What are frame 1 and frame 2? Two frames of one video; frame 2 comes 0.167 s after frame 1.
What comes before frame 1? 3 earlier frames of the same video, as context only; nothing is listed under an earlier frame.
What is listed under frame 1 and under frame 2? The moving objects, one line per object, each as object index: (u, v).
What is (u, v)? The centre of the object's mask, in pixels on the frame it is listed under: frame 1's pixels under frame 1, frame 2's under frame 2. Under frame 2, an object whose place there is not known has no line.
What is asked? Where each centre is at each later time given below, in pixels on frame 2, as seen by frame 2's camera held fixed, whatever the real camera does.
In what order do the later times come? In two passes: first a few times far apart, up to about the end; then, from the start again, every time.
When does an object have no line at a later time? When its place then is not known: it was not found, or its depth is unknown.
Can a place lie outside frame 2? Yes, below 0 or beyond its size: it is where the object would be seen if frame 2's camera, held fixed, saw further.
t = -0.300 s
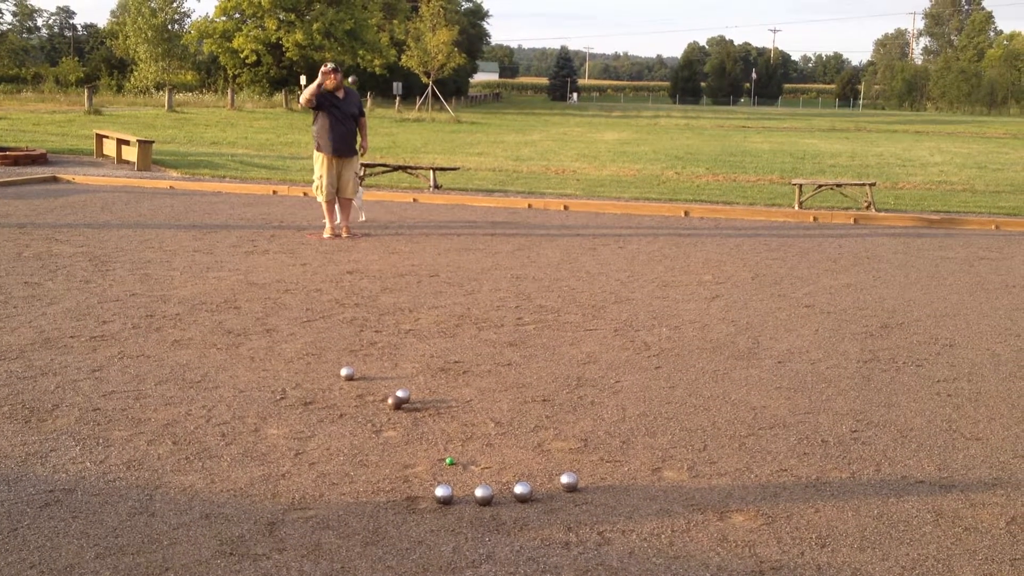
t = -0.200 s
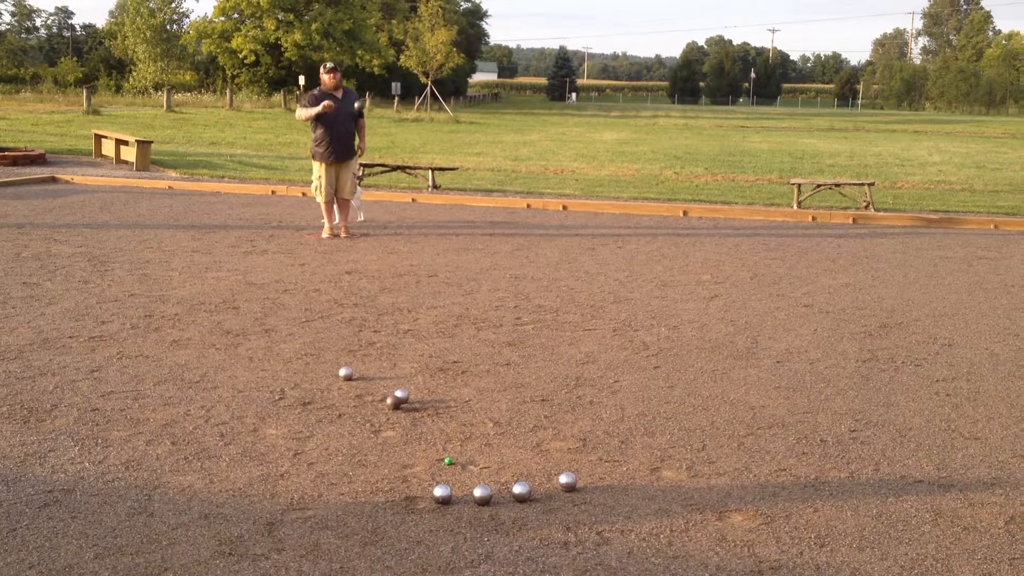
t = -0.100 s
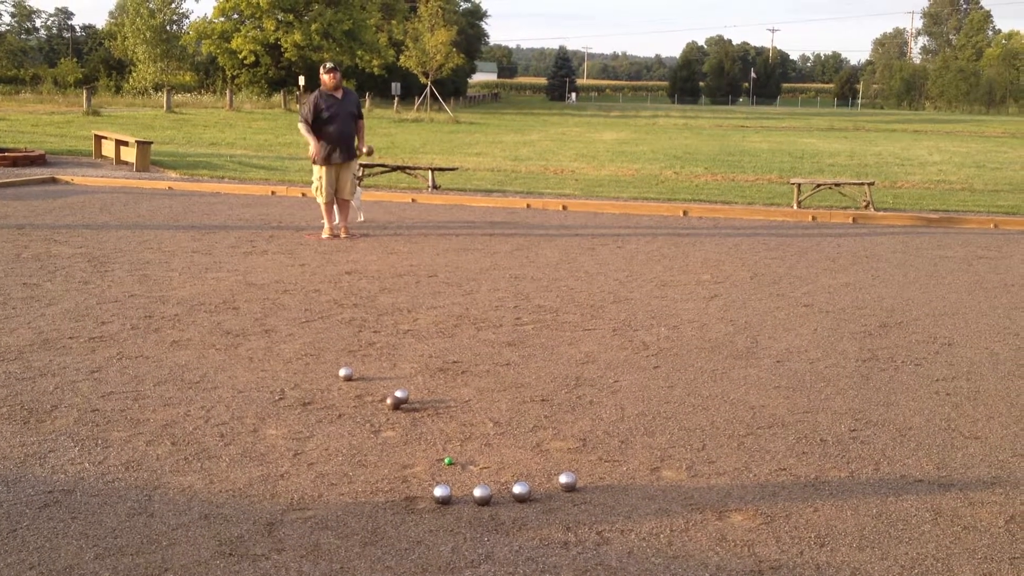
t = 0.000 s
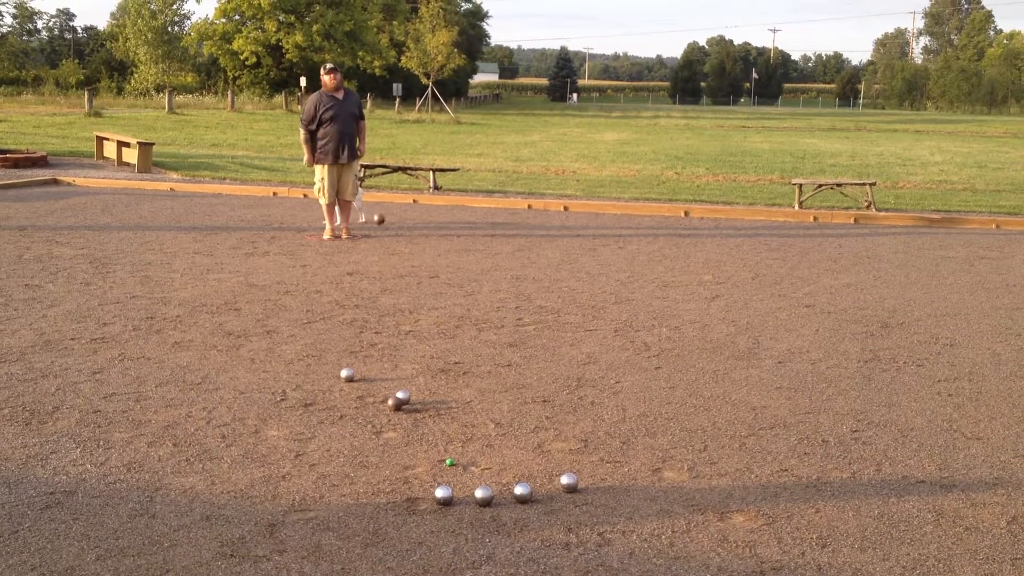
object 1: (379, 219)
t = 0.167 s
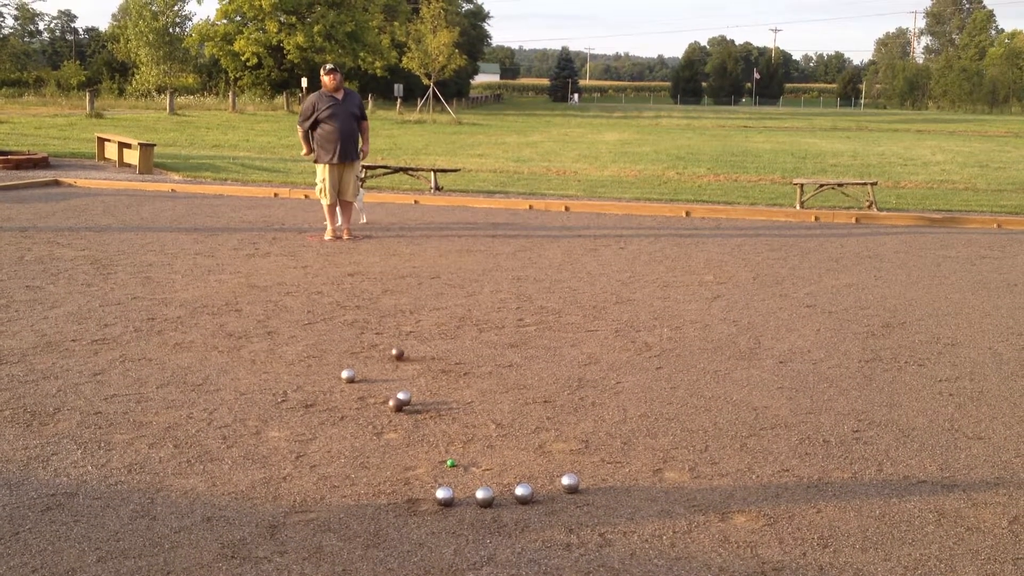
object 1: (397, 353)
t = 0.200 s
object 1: (399, 354)
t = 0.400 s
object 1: (410, 379)
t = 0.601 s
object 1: (419, 396)
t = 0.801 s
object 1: (443, 408)
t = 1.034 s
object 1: (463, 420)
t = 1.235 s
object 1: (475, 428)
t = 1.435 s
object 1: (485, 435)
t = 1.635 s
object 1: (492, 440)
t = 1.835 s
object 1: (498, 444)
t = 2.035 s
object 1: (504, 447)
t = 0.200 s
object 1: (399, 354)
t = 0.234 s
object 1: (401, 357)
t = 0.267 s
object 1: (403, 362)
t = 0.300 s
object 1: (405, 369)
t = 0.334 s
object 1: (406, 371)
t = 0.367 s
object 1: (408, 374)
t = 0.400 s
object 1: (410, 379)
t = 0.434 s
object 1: (411, 382)
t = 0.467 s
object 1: (412, 385)
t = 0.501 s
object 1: (413, 387)
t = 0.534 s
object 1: (414, 391)
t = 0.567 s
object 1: (415, 395)
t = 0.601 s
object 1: (419, 396)
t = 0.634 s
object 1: (424, 398)
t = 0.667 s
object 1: (429, 400)
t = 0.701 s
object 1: (433, 402)
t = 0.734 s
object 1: (436, 403)
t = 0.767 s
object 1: (440, 406)
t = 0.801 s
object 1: (443, 408)
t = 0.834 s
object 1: (446, 409)
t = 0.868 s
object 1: (449, 410)
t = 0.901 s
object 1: (452, 412)
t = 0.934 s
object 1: (455, 414)
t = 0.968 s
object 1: (458, 415)
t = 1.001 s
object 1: (460, 418)
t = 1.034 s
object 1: (463, 420)
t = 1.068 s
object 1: (465, 421)
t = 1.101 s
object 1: (467, 422)
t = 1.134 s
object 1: (469, 423)
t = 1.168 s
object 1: (471, 425)
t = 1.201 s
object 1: (474, 427)
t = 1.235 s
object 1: (475, 428)
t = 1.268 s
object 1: (477, 429)
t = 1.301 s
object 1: (479, 430)
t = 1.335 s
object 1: (481, 431)
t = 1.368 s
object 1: (483, 433)
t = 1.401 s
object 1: (484, 434)
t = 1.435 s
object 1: (485, 435)
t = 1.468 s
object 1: (487, 436)
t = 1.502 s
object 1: (488, 438)
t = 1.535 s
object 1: (489, 439)
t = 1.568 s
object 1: (490, 440)
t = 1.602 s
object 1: (491, 440)
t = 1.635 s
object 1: (492, 440)
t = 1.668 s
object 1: (493, 441)
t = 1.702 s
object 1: (495, 442)
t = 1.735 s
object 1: (495, 443)
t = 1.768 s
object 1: (497, 443)
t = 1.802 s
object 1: (497, 444)
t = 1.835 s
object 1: (498, 444)
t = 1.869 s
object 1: (499, 445)
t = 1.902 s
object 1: (500, 445)
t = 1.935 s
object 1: (501, 445)
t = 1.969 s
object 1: (502, 446)
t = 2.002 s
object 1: (504, 446)
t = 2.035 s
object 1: (504, 447)
